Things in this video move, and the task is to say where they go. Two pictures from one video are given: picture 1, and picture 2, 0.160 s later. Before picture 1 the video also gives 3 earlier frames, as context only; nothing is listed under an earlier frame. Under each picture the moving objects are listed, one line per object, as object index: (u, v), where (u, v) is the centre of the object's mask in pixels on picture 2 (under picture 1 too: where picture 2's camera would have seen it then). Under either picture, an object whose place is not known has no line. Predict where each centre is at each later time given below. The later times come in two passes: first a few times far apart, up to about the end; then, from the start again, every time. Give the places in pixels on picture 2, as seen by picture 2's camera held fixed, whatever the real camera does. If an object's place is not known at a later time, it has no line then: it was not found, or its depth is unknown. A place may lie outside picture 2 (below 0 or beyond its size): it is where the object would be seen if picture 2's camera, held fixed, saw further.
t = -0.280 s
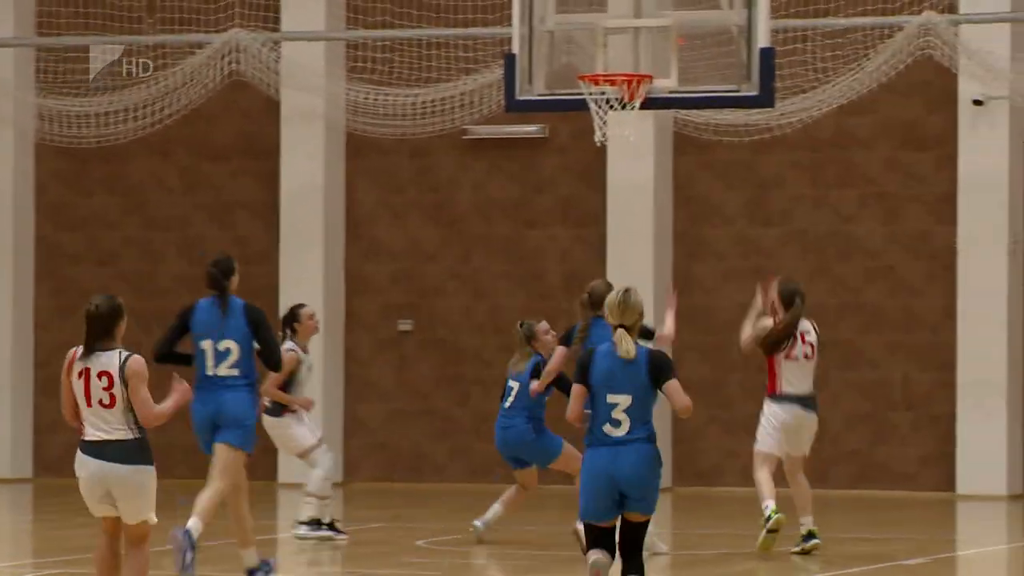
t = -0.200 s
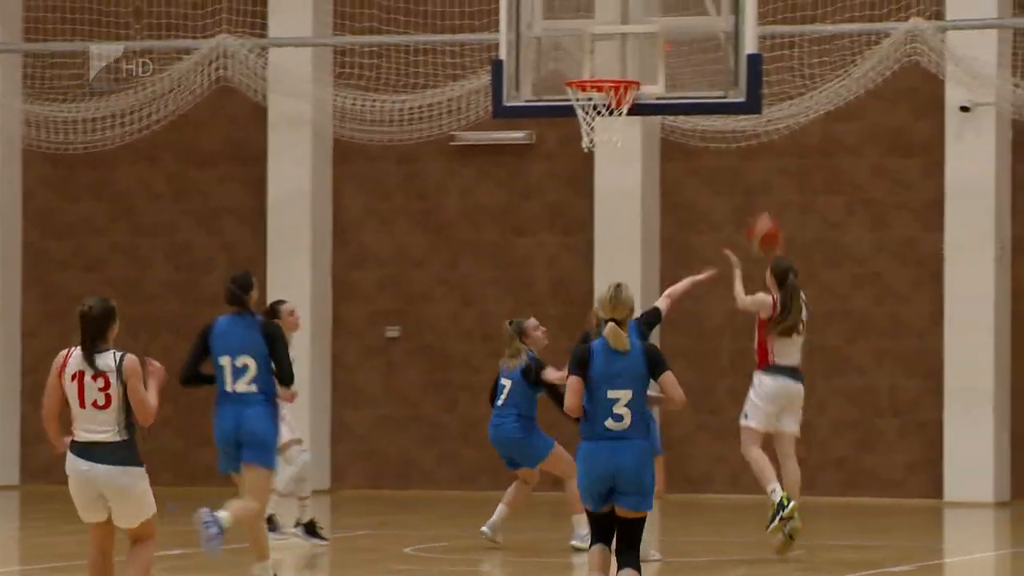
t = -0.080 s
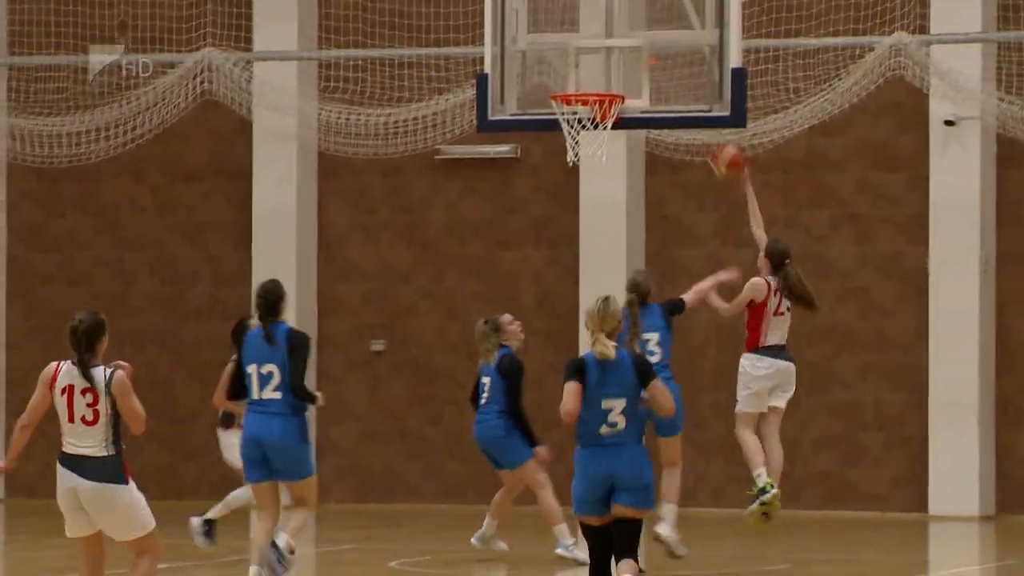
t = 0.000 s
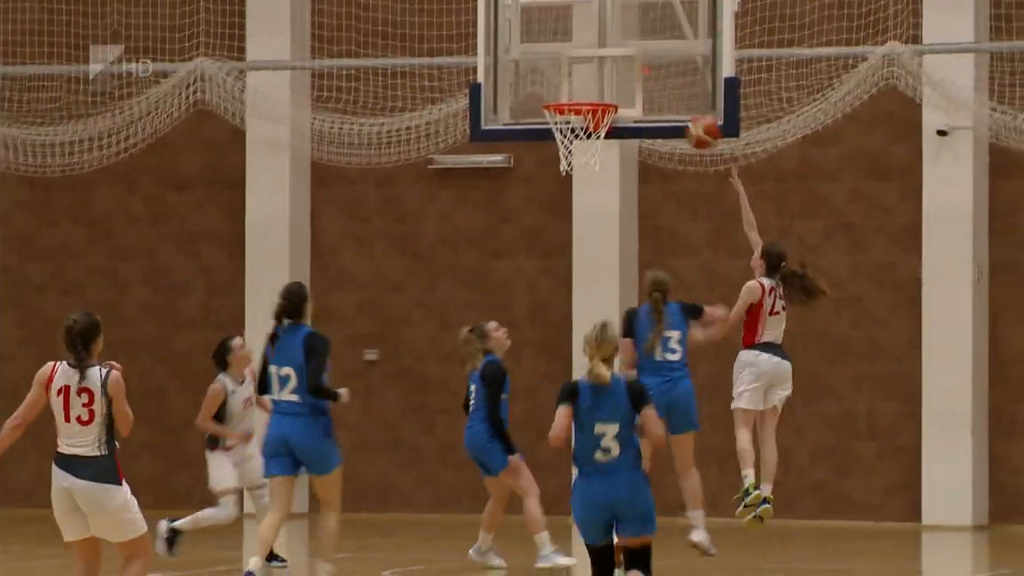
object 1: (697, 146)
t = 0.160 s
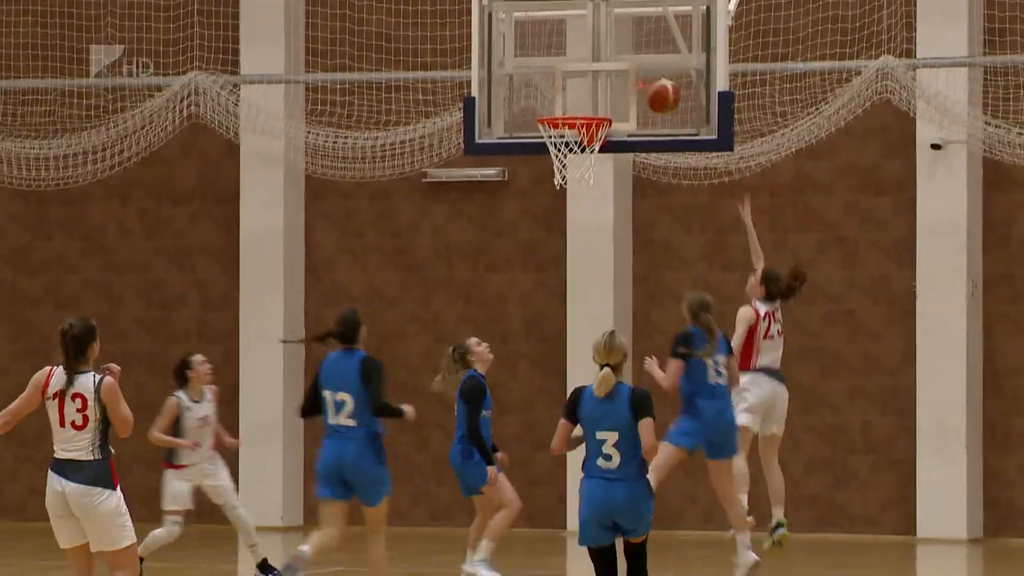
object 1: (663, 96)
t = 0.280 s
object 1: (635, 82)
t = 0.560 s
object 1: (568, 135)
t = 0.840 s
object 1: (553, 214)
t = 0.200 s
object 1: (654, 89)
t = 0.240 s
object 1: (644, 84)
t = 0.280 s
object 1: (635, 82)
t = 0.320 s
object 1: (627, 82)
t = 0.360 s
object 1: (617, 84)
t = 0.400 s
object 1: (607, 90)
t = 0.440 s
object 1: (598, 96)
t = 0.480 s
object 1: (587, 103)
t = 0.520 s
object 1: (577, 118)
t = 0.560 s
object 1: (568, 135)
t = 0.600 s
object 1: (563, 145)
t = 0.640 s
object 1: (559, 155)
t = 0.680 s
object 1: (558, 166)
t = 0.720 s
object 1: (557, 171)
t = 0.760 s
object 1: (557, 182)
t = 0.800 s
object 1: (555, 197)
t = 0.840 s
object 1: (553, 214)
